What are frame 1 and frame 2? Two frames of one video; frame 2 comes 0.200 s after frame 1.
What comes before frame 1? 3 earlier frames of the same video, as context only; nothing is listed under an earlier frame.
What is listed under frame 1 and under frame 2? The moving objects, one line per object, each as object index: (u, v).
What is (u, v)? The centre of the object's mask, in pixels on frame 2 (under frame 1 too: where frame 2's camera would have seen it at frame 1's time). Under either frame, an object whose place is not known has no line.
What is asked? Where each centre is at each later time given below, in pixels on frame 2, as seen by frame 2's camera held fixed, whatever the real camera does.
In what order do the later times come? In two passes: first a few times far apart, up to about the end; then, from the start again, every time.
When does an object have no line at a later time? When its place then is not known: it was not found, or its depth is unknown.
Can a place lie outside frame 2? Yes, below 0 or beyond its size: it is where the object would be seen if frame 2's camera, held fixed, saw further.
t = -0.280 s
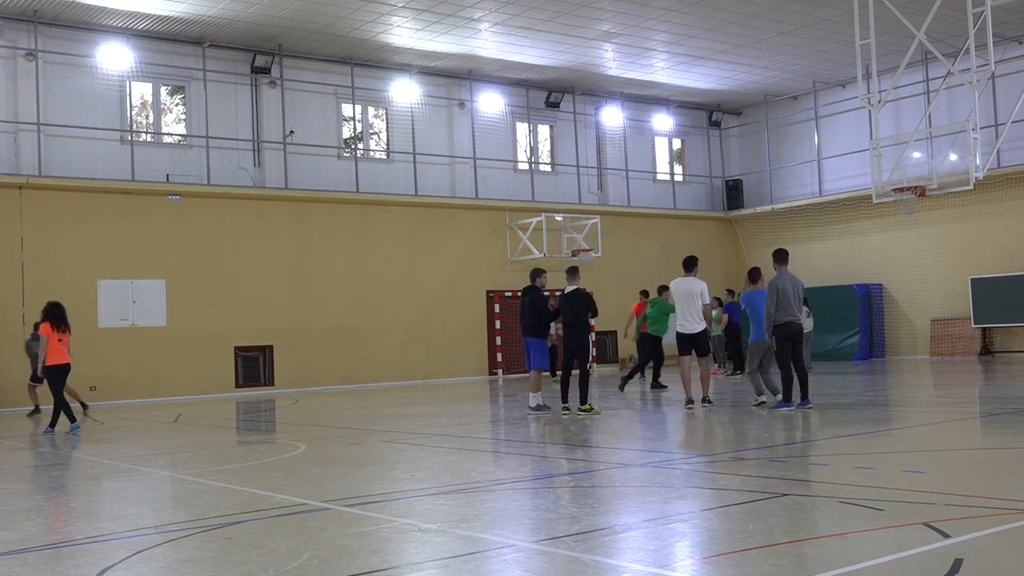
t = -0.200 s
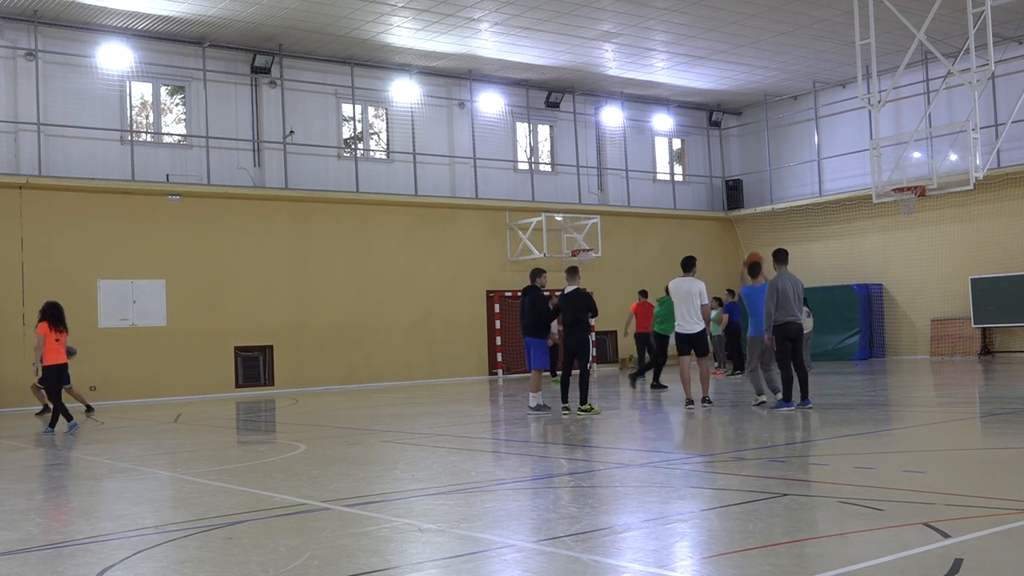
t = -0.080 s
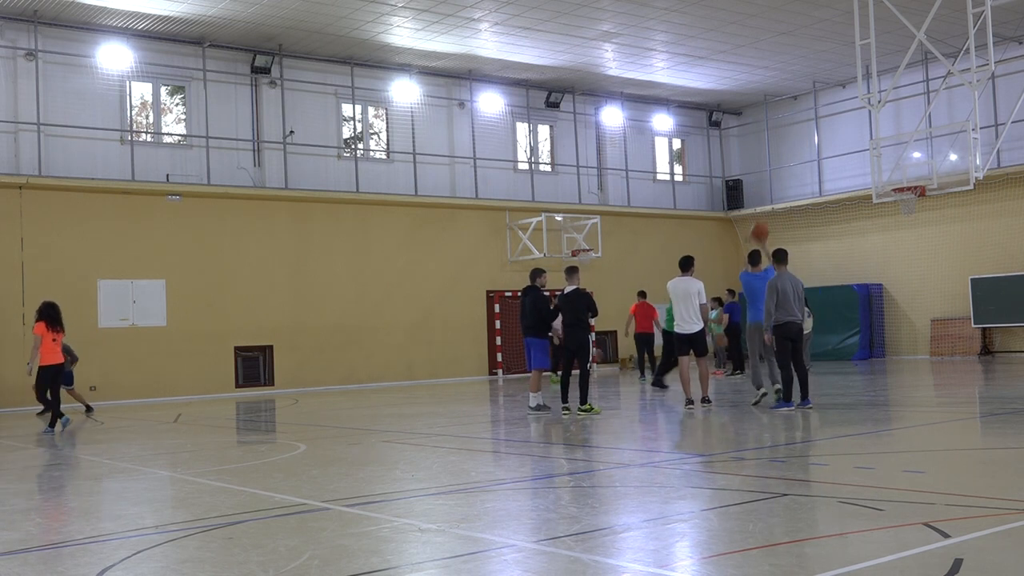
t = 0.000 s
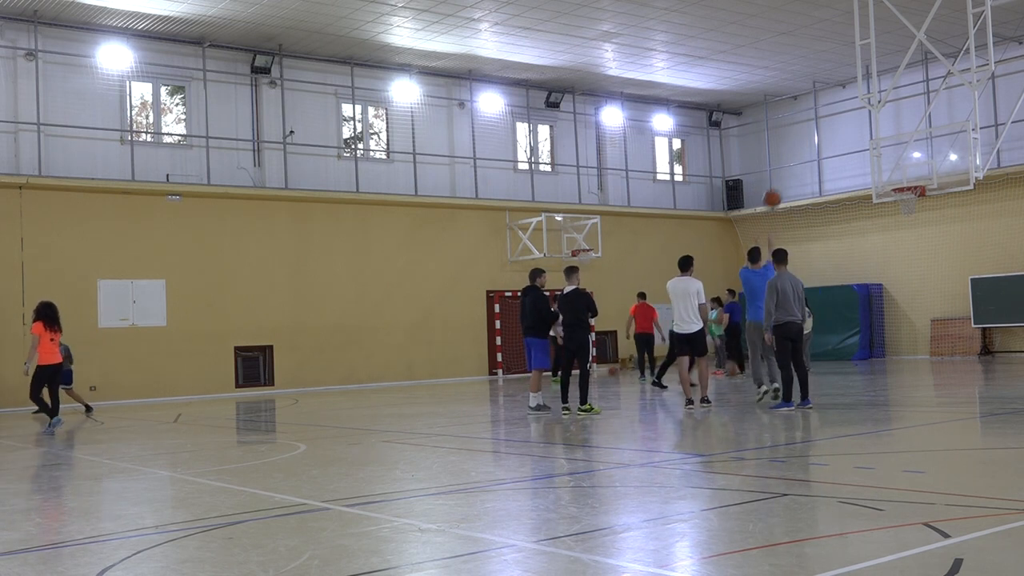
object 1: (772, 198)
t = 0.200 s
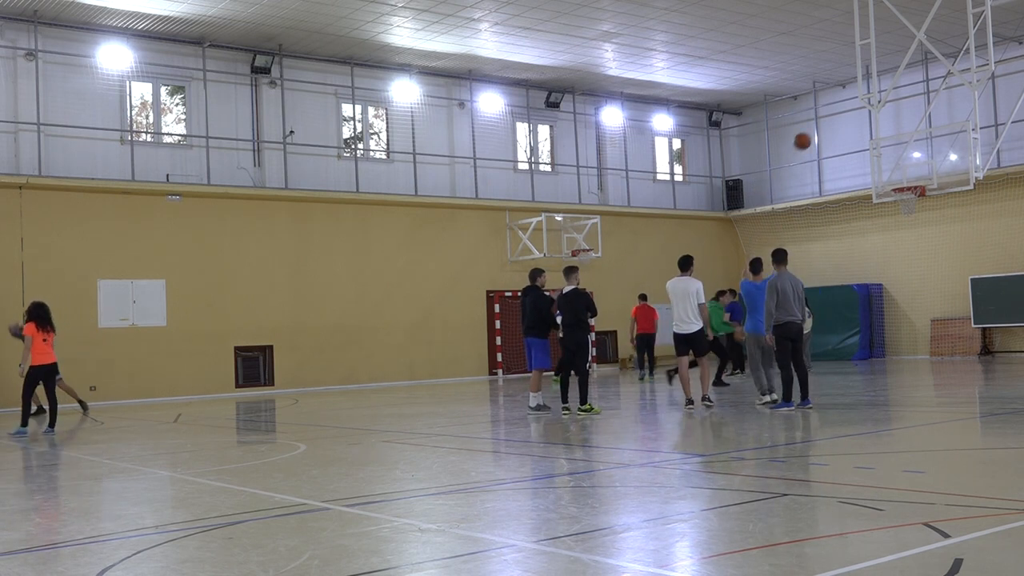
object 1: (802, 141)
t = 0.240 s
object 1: (808, 134)
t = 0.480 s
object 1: (841, 115)
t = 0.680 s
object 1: (868, 128)
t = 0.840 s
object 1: (889, 156)
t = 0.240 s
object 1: (808, 134)
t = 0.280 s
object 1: (814, 128)
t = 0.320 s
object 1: (820, 123)
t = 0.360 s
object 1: (825, 119)
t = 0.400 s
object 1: (831, 117)
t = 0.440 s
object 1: (836, 115)
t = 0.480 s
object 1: (841, 115)
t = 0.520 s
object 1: (847, 116)
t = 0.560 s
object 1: (852, 117)
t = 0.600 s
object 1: (857, 120)
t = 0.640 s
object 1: (863, 124)
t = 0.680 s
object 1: (868, 128)
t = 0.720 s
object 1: (873, 134)
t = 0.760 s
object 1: (878, 140)
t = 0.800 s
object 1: (883, 147)
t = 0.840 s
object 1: (889, 156)
